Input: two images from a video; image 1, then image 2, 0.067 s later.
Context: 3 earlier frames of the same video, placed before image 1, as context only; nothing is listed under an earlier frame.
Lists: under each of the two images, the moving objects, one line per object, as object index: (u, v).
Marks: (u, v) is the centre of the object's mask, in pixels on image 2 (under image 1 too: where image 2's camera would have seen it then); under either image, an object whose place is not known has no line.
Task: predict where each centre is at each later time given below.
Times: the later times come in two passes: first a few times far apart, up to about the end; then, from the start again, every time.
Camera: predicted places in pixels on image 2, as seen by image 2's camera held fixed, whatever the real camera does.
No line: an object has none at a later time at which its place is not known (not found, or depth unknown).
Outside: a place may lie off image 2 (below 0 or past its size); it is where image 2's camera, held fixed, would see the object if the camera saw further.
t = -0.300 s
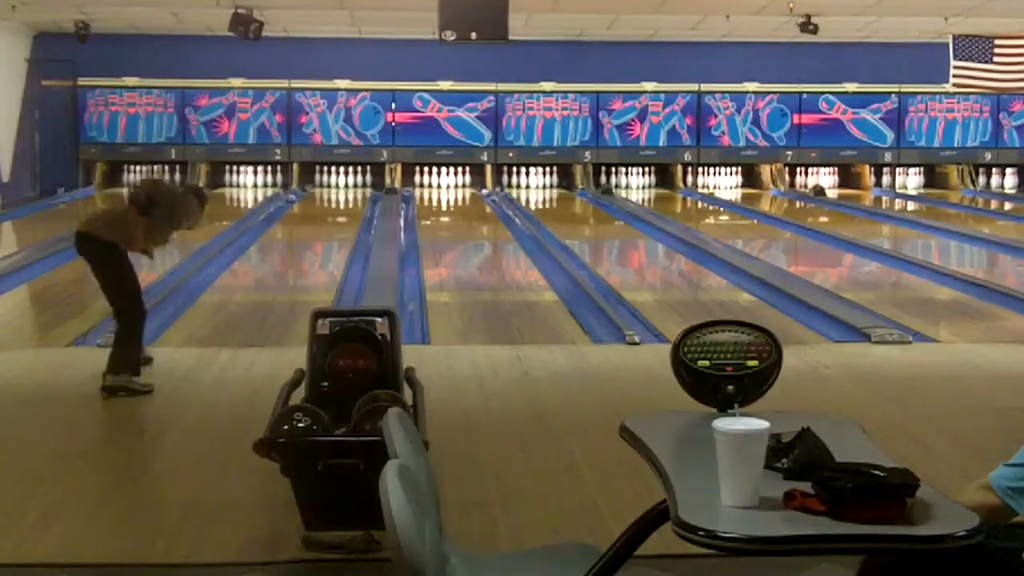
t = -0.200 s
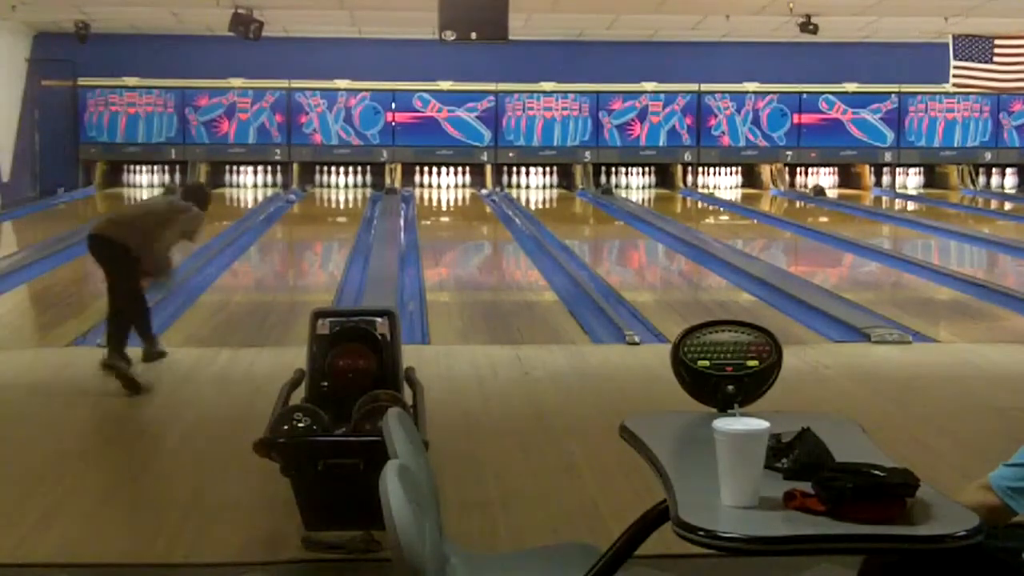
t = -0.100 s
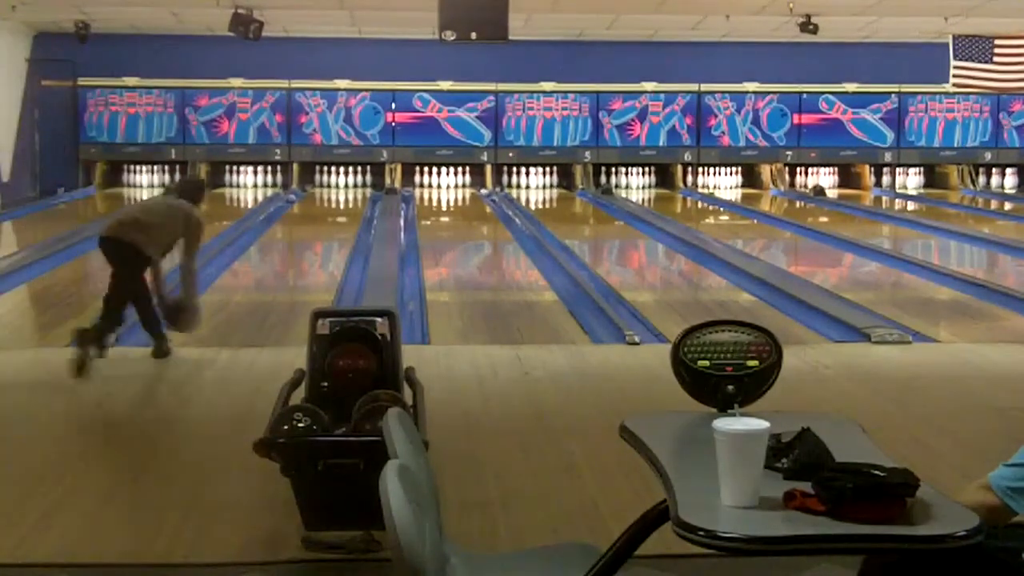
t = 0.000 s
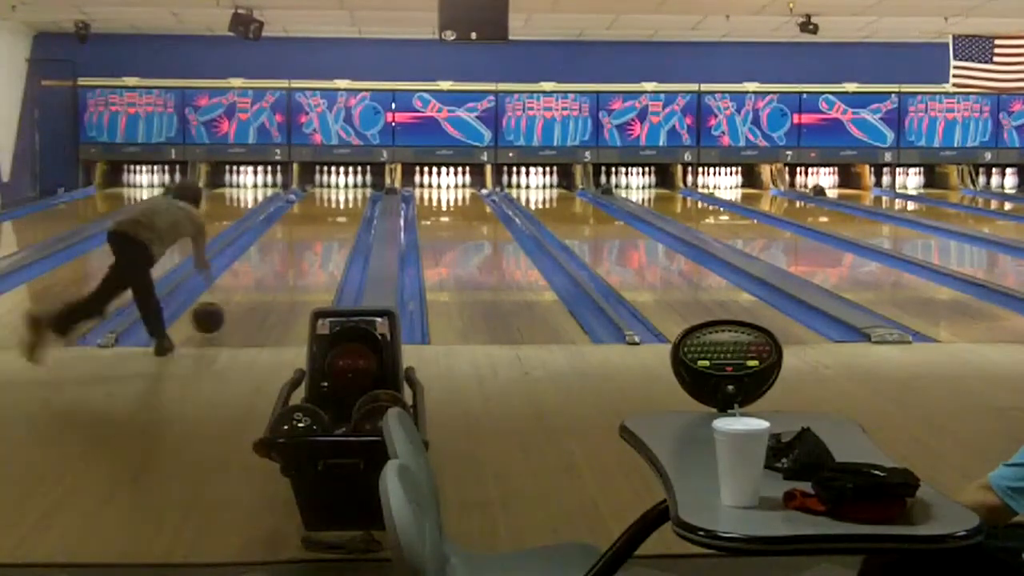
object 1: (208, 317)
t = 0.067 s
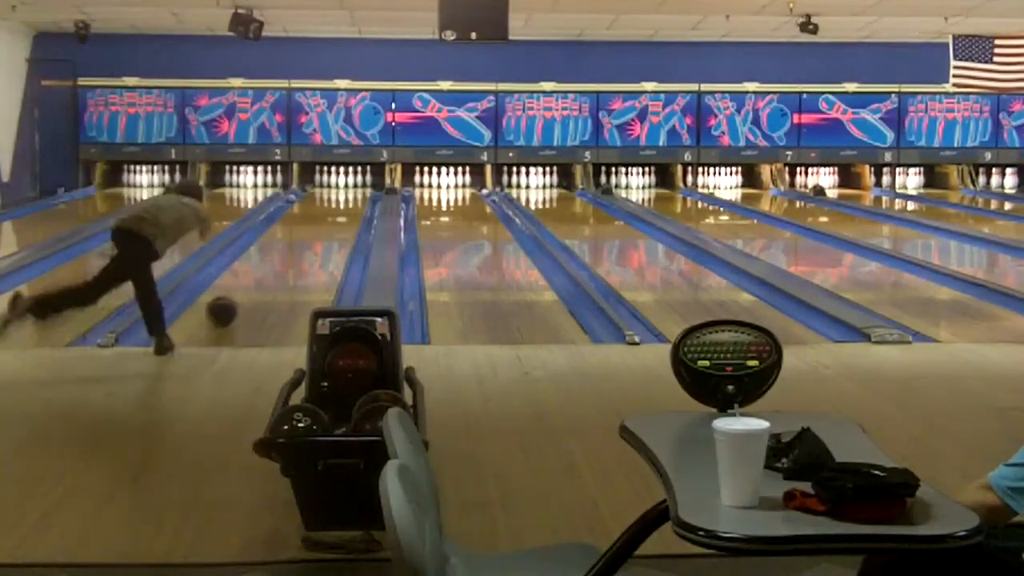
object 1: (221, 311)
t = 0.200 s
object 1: (246, 292)
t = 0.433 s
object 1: (277, 265)
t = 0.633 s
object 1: (297, 247)
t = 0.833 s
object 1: (313, 234)
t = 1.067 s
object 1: (325, 221)
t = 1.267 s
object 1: (334, 212)
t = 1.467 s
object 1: (340, 204)
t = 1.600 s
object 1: (343, 199)
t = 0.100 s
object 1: (228, 306)
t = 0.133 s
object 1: (234, 301)
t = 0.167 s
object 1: (240, 296)
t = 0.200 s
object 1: (246, 292)
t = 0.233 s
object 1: (251, 287)
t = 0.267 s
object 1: (256, 283)
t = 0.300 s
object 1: (260, 279)
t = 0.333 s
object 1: (265, 275)
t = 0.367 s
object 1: (269, 272)
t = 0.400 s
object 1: (274, 269)
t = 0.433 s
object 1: (277, 265)
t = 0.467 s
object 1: (281, 262)
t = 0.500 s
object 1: (284, 259)
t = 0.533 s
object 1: (288, 255)
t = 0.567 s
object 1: (291, 253)
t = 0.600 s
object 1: (294, 250)
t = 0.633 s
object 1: (297, 247)
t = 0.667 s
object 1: (300, 245)
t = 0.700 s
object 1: (303, 243)
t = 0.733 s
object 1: (305, 240)
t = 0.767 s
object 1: (308, 238)
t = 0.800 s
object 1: (310, 236)
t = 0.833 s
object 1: (313, 234)
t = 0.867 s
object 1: (315, 232)
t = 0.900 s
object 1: (316, 231)
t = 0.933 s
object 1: (319, 228)
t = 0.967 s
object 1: (320, 227)
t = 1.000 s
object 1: (322, 225)
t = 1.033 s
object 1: (323, 224)
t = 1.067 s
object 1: (325, 221)
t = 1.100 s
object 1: (327, 219)
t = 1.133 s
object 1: (329, 218)
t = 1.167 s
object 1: (330, 216)
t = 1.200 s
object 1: (331, 215)
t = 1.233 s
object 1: (333, 214)
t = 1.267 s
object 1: (334, 212)
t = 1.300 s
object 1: (335, 210)
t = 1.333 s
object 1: (336, 209)
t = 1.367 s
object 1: (337, 208)
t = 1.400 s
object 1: (338, 207)
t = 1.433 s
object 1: (339, 206)
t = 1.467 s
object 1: (340, 204)
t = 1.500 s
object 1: (341, 203)
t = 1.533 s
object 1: (342, 201)
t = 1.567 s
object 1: (342, 200)
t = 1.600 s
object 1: (343, 199)
